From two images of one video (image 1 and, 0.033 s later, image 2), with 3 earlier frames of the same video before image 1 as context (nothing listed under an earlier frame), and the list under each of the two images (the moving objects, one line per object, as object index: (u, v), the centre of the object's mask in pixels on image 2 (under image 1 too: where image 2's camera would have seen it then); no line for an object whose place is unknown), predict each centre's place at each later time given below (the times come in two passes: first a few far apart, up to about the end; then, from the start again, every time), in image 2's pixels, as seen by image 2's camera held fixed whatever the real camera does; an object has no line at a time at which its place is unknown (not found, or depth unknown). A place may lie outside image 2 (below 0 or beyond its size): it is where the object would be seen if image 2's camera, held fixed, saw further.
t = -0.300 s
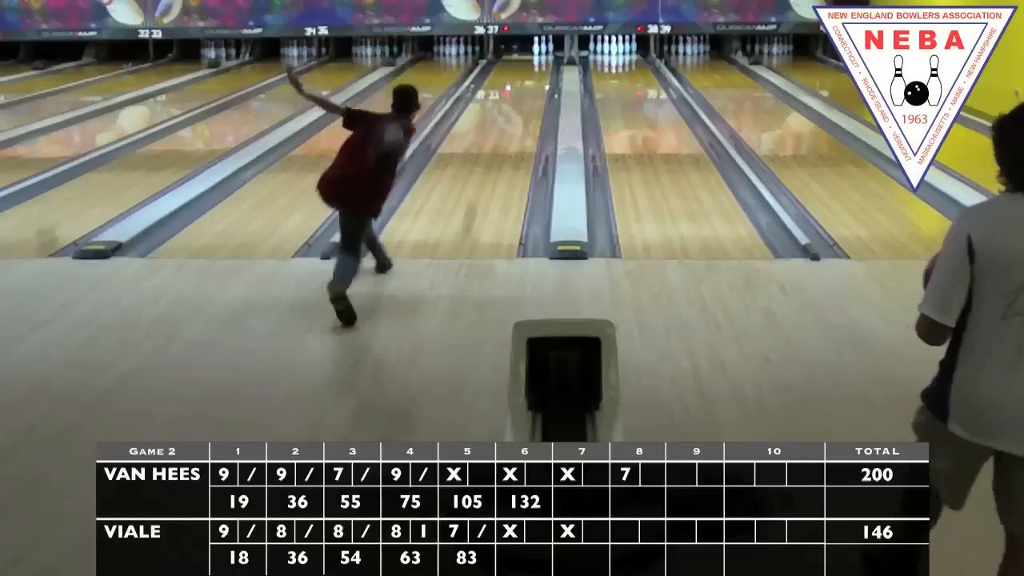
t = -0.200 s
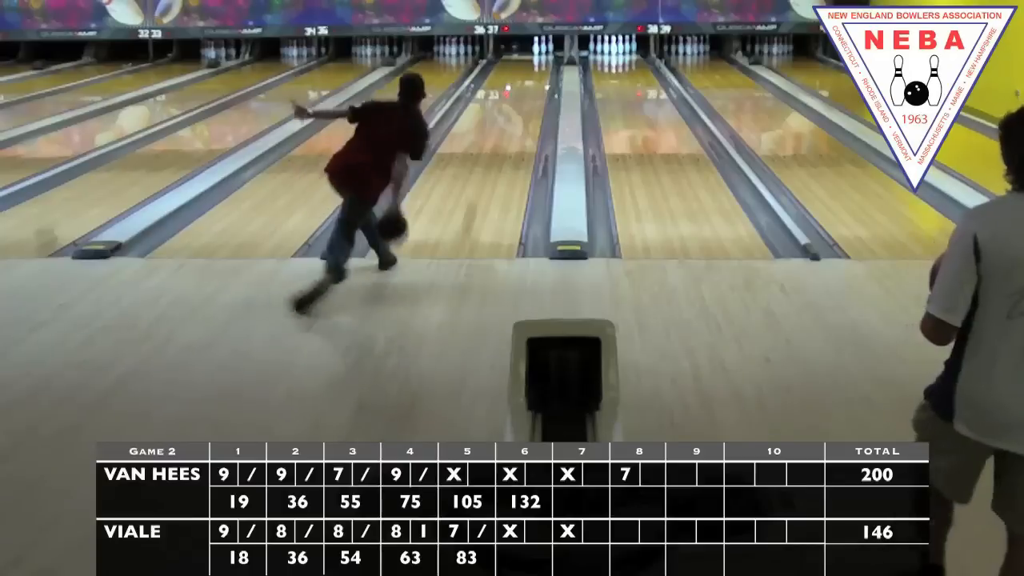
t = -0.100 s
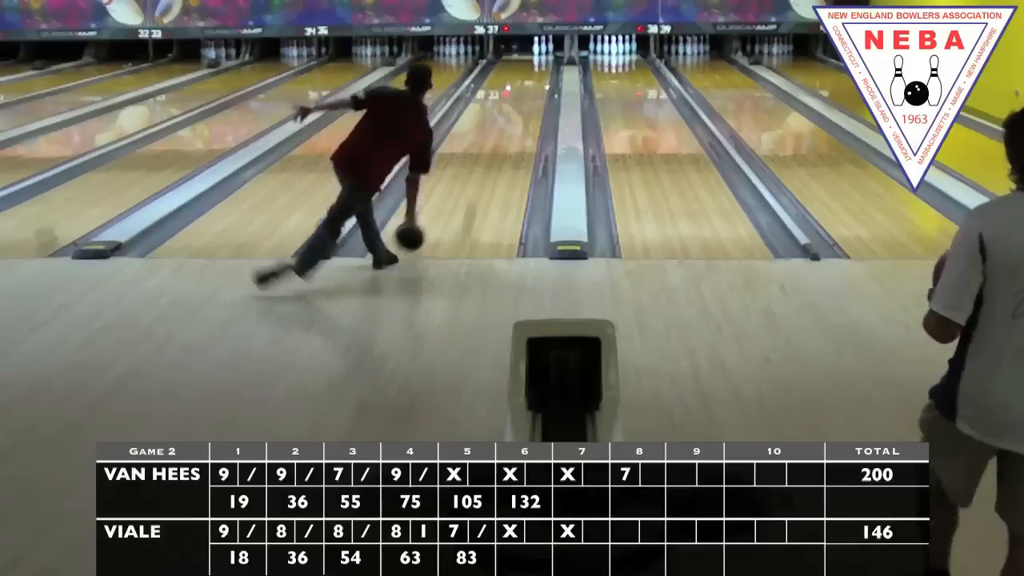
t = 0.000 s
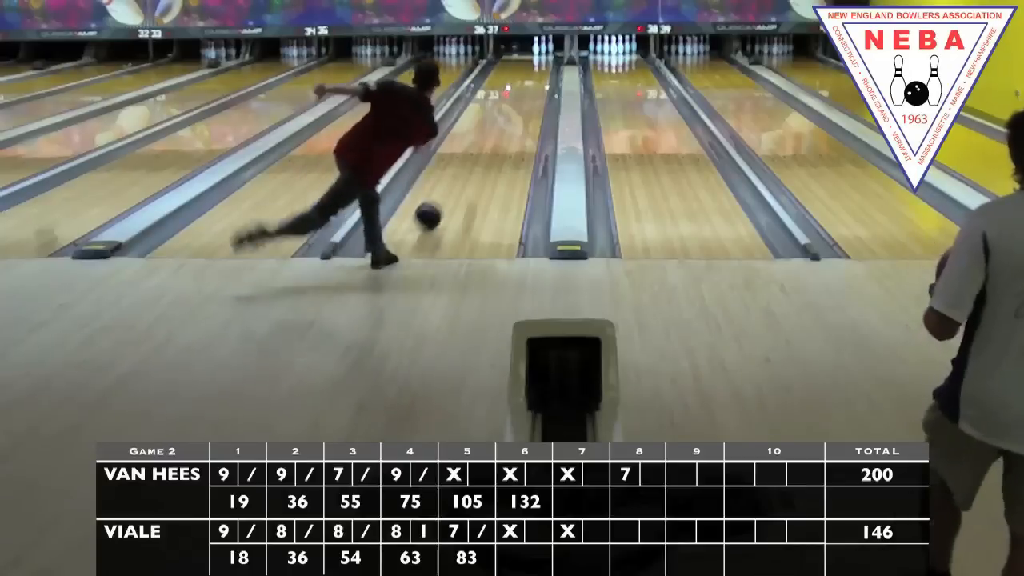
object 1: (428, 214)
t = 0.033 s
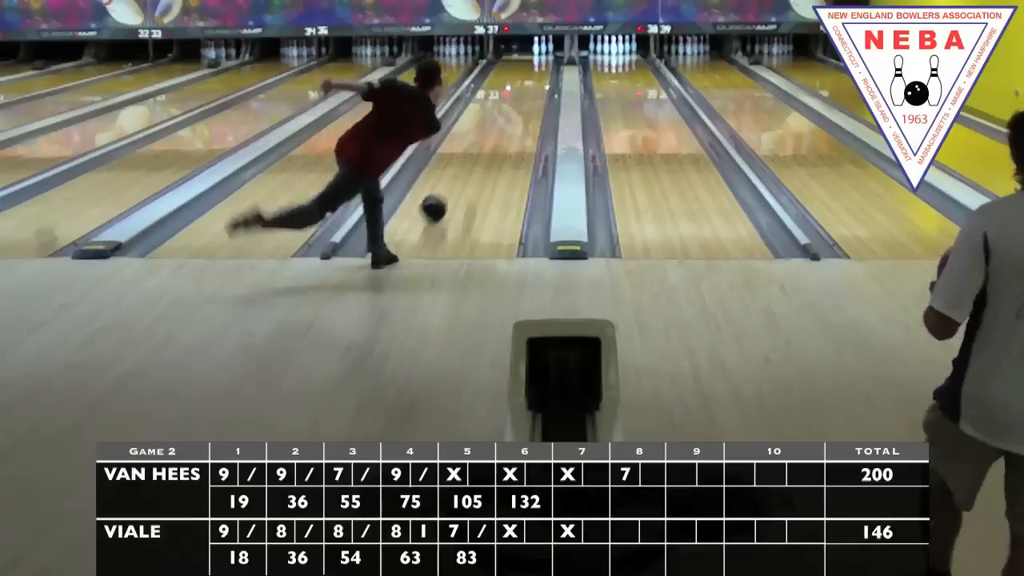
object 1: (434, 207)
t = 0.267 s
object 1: (464, 163)
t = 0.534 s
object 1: (486, 128)
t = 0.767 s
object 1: (501, 106)
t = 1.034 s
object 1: (513, 88)
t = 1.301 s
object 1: (523, 74)
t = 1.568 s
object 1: (529, 62)
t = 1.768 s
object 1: (533, 55)
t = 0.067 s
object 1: (439, 200)
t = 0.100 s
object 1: (443, 192)
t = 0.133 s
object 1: (448, 186)
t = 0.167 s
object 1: (452, 180)
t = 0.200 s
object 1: (456, 174)
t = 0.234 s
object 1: (460, 168)
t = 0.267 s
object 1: (464, 163)
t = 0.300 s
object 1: (467, 158)
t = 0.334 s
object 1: (470, 153)
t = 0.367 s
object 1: (473, 149)
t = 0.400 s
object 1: (476, 144)
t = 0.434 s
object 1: (479, 140)
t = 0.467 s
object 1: (481, 136)
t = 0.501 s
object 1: (484, 132)
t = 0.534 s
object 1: (486, 128)
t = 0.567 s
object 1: (489, 126)
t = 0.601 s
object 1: (492, 123)
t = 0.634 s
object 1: (495, 117)
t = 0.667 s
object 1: (495, 115)
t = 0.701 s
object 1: (497, 112)
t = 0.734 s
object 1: (499, 109)
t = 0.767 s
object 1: (501, 106)
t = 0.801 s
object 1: (503, 104)
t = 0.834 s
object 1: (504, 101)
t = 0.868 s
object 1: (506, 98)
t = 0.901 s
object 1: (508, 97)
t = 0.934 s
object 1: (509, 94)
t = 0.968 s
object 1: (511, 92)
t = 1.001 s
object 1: (512, 90)
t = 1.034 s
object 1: (513, 88)
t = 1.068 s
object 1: (515, 86)
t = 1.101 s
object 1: (516, 84)
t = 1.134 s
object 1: (517, 82)
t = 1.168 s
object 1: (518, 81)
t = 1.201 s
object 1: (519, 79)
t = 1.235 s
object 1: (521, 77)
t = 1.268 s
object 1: (522, 76)
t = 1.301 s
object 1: (523, 74)
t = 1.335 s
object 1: (524, 72)
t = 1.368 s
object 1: (525, 70)
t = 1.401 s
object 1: (525, 69)
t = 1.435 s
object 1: (526, 68)
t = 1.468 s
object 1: (528, 67)
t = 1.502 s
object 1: (528, 66)
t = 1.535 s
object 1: (529, 64)
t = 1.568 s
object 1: (529, 62)
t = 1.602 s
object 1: (529, 61)
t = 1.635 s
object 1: (531, 59)
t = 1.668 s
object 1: (532, 58)
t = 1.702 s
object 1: (533, 58)
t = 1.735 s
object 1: (533, 56)
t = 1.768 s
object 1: (533, 55)
